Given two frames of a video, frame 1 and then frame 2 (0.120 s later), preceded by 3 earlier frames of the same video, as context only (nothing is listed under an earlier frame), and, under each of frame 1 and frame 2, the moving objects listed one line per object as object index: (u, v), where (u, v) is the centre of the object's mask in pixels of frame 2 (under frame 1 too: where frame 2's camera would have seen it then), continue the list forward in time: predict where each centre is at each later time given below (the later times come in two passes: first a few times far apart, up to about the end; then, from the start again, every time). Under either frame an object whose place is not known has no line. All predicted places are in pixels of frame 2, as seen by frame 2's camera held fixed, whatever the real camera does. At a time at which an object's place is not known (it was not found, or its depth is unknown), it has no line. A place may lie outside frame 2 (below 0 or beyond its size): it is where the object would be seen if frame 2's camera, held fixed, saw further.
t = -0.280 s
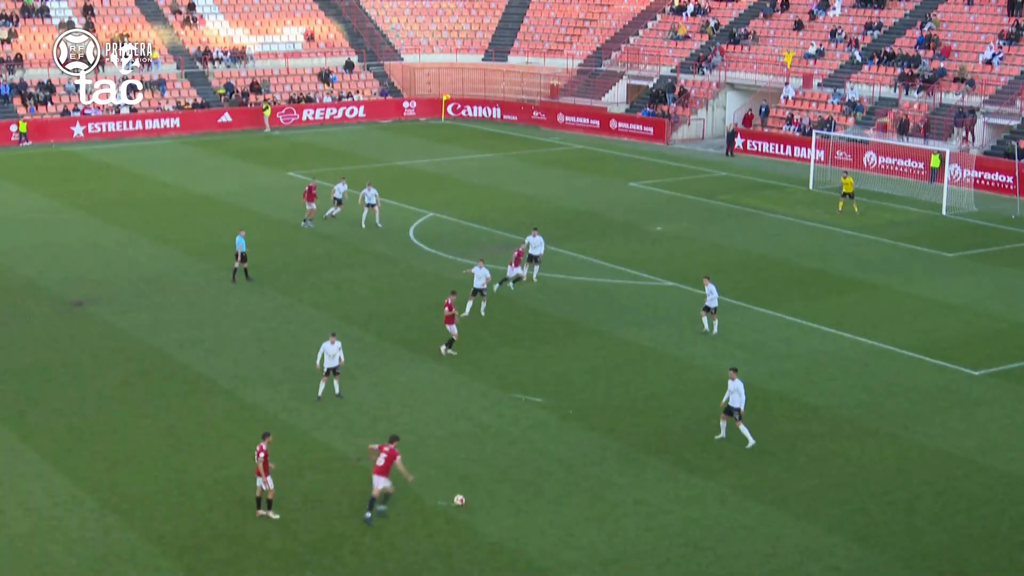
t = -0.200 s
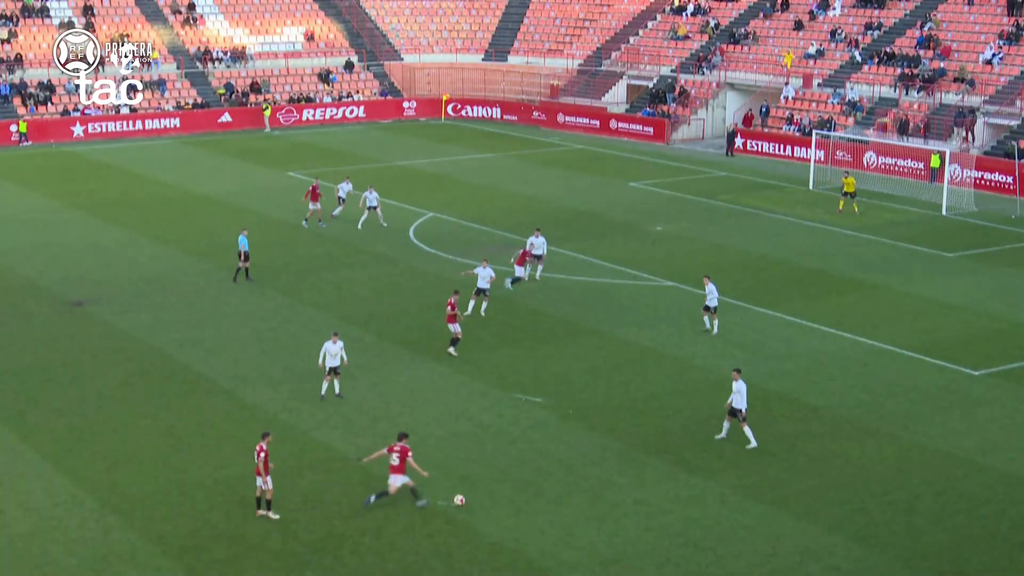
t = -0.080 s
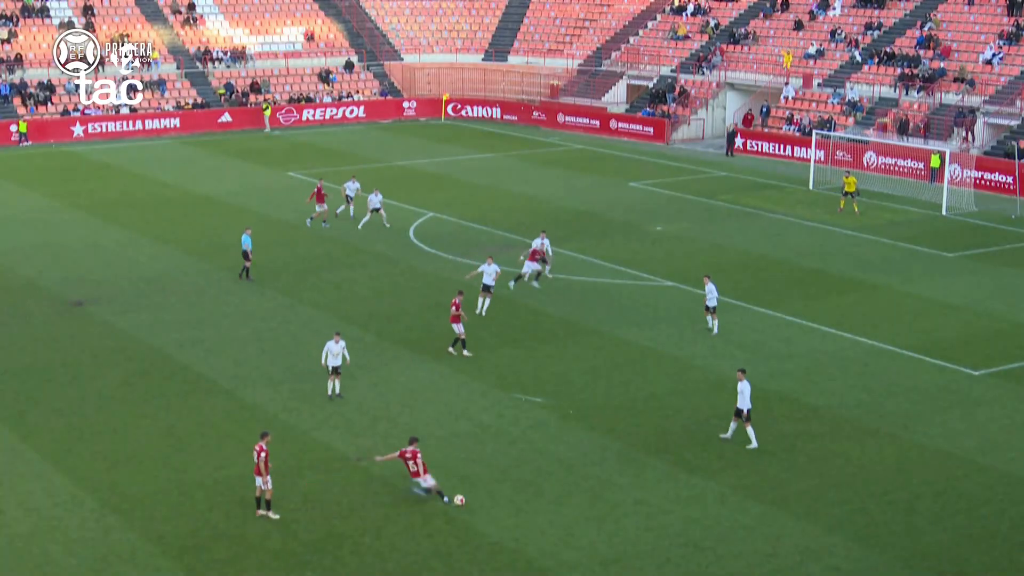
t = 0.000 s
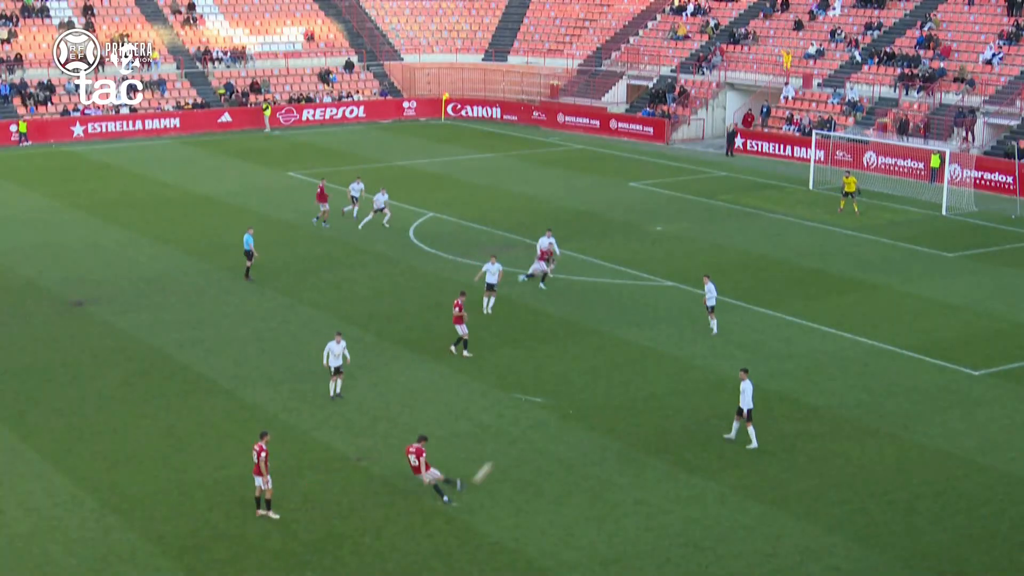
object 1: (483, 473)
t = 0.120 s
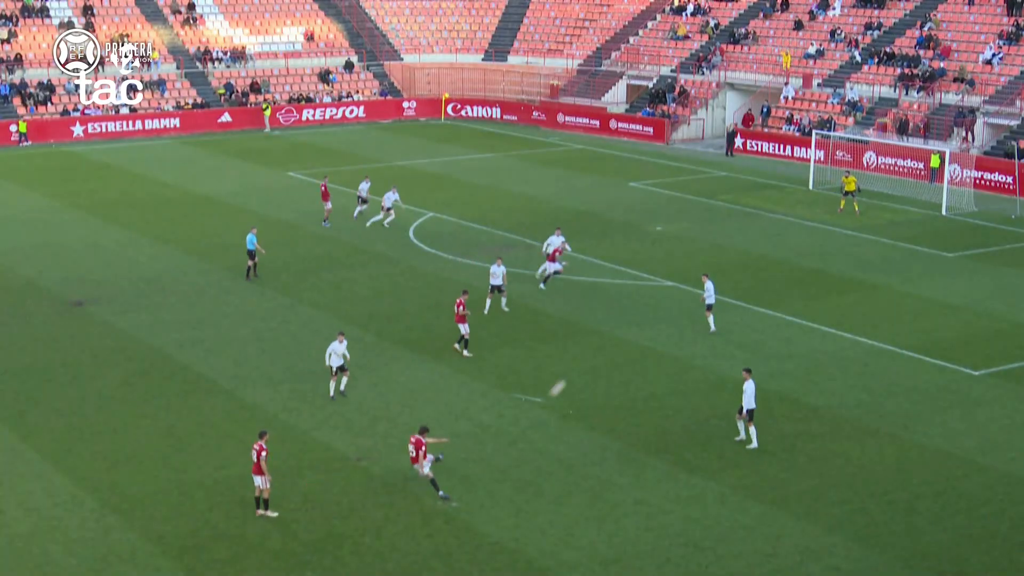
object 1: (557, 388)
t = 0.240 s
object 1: (617, 327)
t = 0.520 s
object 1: (716, 248)
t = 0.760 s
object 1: (774, 227)
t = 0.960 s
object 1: (815, 227)
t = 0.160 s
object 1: (579, 365)
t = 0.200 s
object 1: (599, 345)
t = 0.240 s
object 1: (617, 327)
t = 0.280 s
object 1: (634, 311)
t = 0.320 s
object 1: (651, 297)
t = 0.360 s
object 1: (665, 285)
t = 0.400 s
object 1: (679, 274)
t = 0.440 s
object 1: (692, 264)
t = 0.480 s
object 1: (704, 256)
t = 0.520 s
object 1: (716, 248)
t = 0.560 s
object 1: (726, 242)
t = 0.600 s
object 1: (738, 237)
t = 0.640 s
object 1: (747, 234)
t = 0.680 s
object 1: (757, 231)
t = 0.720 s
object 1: (766, 228)
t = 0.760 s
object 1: (774, 227)
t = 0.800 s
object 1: (783, 226)
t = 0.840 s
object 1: (791, 225)
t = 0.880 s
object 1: (799, 226)
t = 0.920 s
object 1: (807, 226)
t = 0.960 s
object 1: (815, 227)
